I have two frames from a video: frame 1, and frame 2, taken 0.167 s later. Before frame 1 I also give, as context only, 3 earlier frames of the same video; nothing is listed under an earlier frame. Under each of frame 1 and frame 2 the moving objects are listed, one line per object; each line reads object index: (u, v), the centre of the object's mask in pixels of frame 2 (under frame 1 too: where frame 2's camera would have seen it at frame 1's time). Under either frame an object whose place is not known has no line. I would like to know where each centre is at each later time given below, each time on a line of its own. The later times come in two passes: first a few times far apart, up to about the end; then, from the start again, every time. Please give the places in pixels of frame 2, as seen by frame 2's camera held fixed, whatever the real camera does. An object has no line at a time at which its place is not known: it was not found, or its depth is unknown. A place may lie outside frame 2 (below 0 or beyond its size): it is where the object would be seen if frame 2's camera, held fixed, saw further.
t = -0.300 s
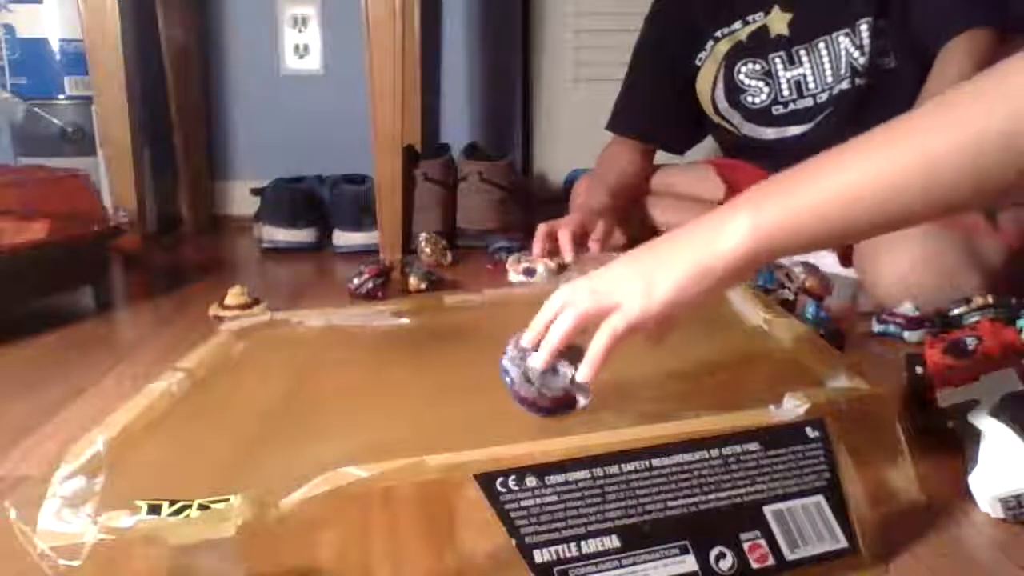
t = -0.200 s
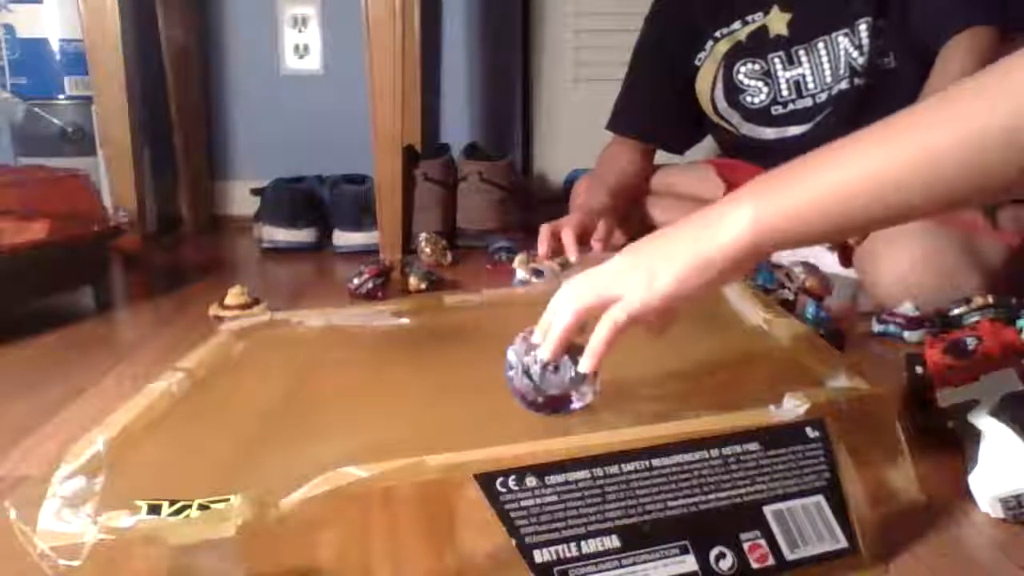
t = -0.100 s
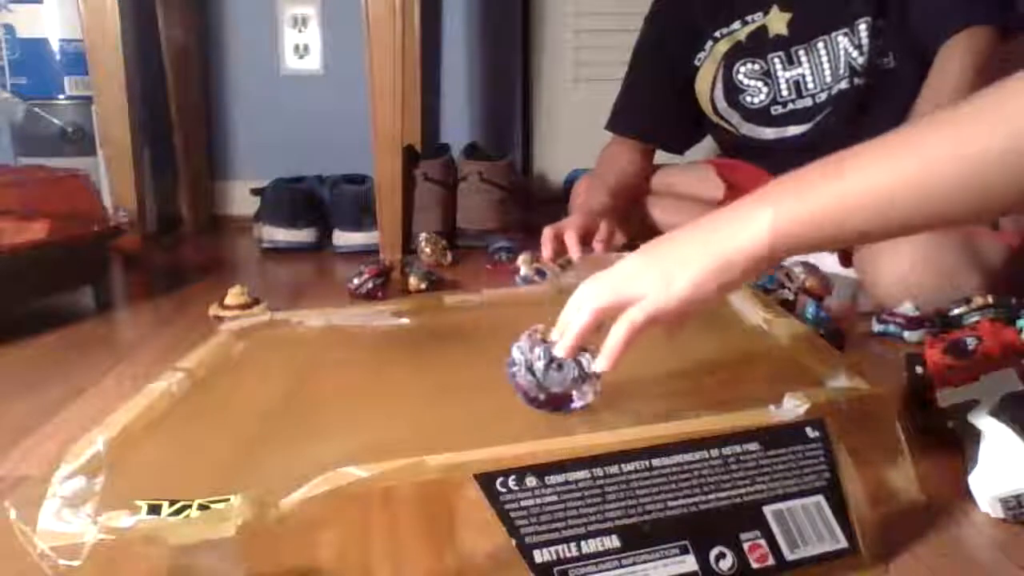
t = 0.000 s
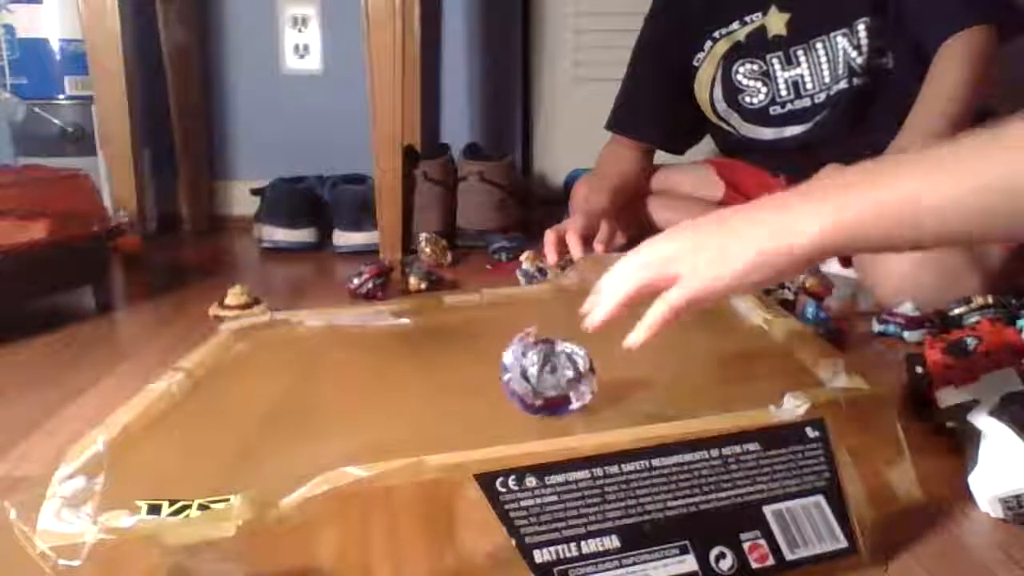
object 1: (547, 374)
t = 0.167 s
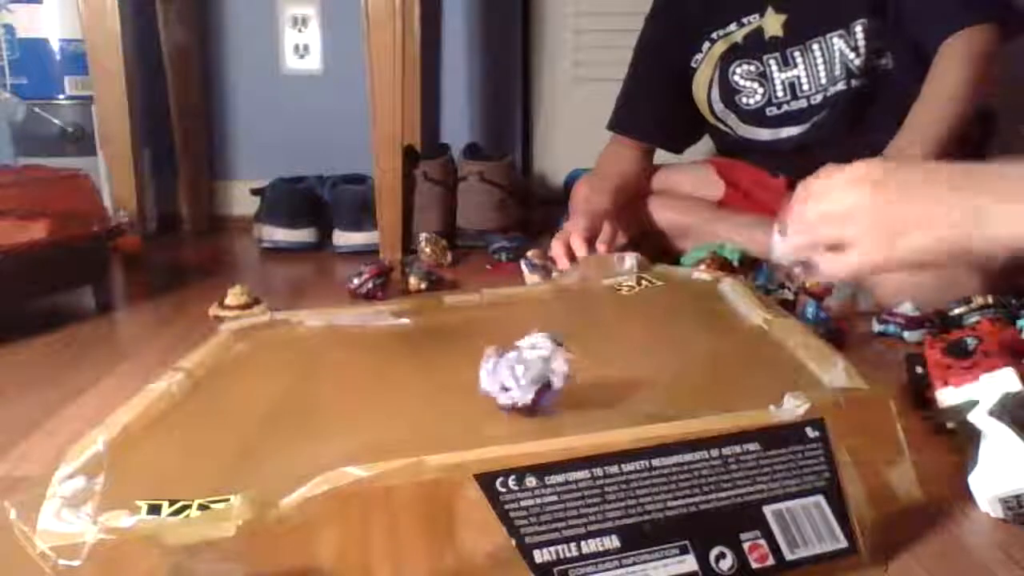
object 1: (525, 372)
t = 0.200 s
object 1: (521, 371)
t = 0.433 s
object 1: (518, 362)
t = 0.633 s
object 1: (526, 358)
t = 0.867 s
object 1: (513, 362)
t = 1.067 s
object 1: (514, 371)
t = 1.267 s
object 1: (520, 373)
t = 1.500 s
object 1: (521, 373)
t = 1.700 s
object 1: (516, 373)
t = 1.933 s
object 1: (510, 367)
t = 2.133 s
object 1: (511, 365)
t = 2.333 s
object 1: (511, 370)
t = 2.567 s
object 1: (514, 372)
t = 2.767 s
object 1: (512, 370)
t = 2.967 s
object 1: (511, 368)
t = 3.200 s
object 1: (510, 366)
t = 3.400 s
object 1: (510, 367)
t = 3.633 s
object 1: (510, 367)
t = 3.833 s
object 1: (510, 367)
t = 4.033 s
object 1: (512, 369)
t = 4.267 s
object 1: (512, 369)
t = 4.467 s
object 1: (512, 369)
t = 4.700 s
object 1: (512, 369)
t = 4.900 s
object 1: (510, 367)
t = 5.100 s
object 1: (510, 367)
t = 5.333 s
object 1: (512, 369)
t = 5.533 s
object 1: (512, 369)
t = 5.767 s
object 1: (512, 369)
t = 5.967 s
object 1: (509, 366)
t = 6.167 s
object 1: (509, 367)
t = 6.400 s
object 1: (510, 367)
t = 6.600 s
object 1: (510, 367)
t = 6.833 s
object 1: (510, 367)
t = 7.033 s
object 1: (512, 369)
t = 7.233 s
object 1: (512, 369)
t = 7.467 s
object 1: (512, 369)
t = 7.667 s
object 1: (512, 369)
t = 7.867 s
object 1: (512, 369)
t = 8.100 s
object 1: (512, 369)
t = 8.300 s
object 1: (512, 369)
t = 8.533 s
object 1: (512, 369)
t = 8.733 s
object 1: (512, 369)
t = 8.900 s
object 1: (512, 369)
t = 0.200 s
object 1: (521, 371)
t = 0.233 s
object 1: (517, 370)
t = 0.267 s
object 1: (516, 370)
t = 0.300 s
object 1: (515, 368)
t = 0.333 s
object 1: (515, 368)
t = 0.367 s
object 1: (517, 366)
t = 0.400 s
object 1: (517, 364)
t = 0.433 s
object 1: (518, 362)
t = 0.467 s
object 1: (520, 361)
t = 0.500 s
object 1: (522, 360)
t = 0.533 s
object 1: (525, 359)
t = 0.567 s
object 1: (526, 358)
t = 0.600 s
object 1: (526, 358)
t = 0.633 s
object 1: (526, 358)
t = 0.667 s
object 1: (525, 359)
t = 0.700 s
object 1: (523, 360)
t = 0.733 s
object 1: (522, 360)
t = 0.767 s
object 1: (519, 362)
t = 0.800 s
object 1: (517, 363)
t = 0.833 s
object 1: (513, 360)
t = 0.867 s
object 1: (513, 362)
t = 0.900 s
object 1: (512, 364)
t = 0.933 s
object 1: (511, 365)
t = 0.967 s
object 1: (511, 367)
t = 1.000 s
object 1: (511, 368)
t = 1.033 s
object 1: (512, 369)
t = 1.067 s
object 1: (514, 371)
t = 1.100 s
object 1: (515, 371)
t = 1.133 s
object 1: (517, 372)
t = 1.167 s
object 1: (518, 372)
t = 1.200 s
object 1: (519, 372)
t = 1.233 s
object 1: (519, 372)
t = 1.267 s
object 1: (520, 373)
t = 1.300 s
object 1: (521, 373)
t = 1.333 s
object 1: (522, 374)
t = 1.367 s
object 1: (522, 374)
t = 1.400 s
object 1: (523, 374)
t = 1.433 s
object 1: (522, 374)
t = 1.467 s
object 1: (521, 374)
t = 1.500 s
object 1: (521, 373)
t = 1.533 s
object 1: (520, 373)
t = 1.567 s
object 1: (519, 373)
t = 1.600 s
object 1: (519, 373)
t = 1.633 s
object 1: (518, 373)
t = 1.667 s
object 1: (517, 373)
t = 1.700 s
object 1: (516, 373)
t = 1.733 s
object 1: (515, 372)
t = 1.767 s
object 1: (514, 371)
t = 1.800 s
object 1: (512, 370)
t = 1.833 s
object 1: (511, 369)
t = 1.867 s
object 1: (512, 369)
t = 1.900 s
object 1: (512, 369)
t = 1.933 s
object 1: (510, 367)
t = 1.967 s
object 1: (511, 366)
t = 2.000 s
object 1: (511, 365)
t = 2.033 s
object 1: (513, 367)
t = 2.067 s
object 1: (513, 367)
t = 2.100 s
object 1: (511, 365)
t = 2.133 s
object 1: (511, 365)
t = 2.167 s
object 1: (510, 366)
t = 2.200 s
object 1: (510, 367)
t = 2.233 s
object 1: (510, 368)
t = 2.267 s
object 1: (511, 368)
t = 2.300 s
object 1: (511, 369)
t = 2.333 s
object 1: (511, 370)
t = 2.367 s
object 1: (512, 371)
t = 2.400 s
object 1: (513, 372)
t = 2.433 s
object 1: (514, 371)
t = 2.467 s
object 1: (515, 372)
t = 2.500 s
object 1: (515, 372)
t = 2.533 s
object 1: (515, 372)
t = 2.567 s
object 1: (514, 372)
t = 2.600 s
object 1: (513, 371)
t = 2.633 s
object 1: (513, 371)
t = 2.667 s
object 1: (512, 371)
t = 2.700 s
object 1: (512, 370)
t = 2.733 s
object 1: (512, 370)
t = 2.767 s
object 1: (512, 370)
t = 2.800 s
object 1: (512, 370)
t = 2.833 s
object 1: (512, 370)
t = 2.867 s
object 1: (512, 369)
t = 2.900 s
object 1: (512, 369)
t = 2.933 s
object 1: (512, 369)
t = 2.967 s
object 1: (511, 368)
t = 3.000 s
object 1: (510, 367)
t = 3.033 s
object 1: (510, 367)
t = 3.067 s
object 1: (510, 367)
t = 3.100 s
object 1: (510, 367)
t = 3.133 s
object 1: (510, 366)
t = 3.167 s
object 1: (510, 366)
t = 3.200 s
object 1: (510, 366)
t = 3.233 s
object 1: (510, 366)
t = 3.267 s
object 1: (510, 367)
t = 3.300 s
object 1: (510, 367)
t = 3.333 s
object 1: (510, 367)
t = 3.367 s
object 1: (510, 367)
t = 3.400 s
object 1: (510, 367)
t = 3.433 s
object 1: (510, 367)
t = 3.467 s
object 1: (510, 366)
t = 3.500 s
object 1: (510, 366)
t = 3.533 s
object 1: (509, 366)
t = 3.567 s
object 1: (510, 367)
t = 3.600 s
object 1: (510, 367)
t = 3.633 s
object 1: (510, 367)
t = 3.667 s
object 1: (510, 367)
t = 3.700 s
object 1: (510, 367)
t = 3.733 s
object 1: (510, 366)
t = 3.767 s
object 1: (510, 366)
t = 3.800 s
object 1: (510, 367)
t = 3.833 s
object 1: (510, 367)
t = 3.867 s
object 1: (512, 369)
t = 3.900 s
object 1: (512, 369)
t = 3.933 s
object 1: (512, 368)
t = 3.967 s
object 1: (512, 368)
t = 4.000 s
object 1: (512, 369)
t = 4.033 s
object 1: (512, 369)
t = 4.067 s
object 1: (512, 369)
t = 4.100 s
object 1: (512, 369)
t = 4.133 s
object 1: (512, 368)
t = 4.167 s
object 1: (512, 369)
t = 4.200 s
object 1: (512, 369)
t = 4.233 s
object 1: (512, 369)
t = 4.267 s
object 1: (512, 369)
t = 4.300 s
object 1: (512, 369)
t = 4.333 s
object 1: (512, 369)
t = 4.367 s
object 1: (512, 369)
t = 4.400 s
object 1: (512, 369)
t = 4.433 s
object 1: (512, 369)
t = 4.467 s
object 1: (512, 369)
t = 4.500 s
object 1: (512, 369)
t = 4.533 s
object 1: (512, 369)
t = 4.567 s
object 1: (512, 369)
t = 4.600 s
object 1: (512, 369)
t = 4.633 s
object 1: (512, 369)
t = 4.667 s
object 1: (512, 369)
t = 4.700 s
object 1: (512, 369)
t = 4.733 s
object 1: (512, 369)
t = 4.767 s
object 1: (512, 369)
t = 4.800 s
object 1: (510, 367)
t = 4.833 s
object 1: (510, 367)
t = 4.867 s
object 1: (510, 367)
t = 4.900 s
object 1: (510, 367)
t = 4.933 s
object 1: (510, 367)
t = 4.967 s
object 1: (510, 367)
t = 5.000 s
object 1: (510, 367)
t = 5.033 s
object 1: (510, 367)
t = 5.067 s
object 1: (510, 367)
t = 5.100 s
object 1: (510, 367)
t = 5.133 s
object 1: (510, 367)
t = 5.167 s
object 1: (510, 367)
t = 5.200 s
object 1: (510, 367)
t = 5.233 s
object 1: (510, 367)
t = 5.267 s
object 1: (510, 367)
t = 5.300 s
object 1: (512, 369)
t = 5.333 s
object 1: (512, 369)
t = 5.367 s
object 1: (512, 369)
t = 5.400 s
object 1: (512, 369)
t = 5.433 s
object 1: (512, 369)
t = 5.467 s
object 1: (512, 369)
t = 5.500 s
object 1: (512, 369)
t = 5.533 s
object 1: (512, 369)
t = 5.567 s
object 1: (512, 369)
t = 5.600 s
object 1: (512, 369)
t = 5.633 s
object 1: (512, 369)
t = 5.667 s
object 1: (512, 369)
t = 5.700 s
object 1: (512, 369)
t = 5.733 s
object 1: (512, 369)
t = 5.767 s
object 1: (512, 369)
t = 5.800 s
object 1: (512, 369)
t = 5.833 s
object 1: (512, 369)
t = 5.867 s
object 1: (512, 369)
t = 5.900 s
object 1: (512, 369)
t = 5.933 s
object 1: (512, 369)
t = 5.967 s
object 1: (509, 366)
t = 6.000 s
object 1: (509, 366)
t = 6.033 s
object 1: (509, 367)
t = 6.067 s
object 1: (509, 366)
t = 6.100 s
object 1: (509, 366)
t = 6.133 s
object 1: (509, 367)
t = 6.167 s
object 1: (509, 367)
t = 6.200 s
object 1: (509, 367)
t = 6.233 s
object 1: (509, 367)
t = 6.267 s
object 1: (509, 366)
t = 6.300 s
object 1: (509, 366)
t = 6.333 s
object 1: (509, 366)
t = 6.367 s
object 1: (510, 367)
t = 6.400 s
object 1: (510, 367)
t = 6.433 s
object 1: (510, 367)
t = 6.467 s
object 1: (510, 367)
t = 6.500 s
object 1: (510, 367)
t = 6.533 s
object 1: (510, 367)
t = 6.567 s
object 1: (510, 367)
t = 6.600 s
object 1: (510, 367)
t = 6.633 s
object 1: (510, 367)
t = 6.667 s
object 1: (510, 367)
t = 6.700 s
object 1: (510, 367)
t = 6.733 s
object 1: (510, 367)
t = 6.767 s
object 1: (510, 367)
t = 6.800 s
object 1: (510, 367)
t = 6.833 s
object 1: (510, 367)
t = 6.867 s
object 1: (510, 367)
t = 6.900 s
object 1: (512, 369)
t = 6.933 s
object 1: (512, 369)
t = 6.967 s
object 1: (512, 369)
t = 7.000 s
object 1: (512, 369)
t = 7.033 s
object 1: (512, 369)
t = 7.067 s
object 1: (512, 369)
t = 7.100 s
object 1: (512, 369)
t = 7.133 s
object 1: (512, 369)
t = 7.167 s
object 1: (512, 369)
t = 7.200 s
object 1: (512, 369)
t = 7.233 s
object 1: (512, 369)
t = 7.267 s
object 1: (512, 369)
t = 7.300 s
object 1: (512, 369)
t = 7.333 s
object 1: (512, 369)
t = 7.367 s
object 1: (512, 369)
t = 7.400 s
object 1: (512, 369)
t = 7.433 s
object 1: (512, 369)
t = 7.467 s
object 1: (512, 369)
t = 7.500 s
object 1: (512, 369)
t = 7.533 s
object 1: (512, 369)
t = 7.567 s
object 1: (512, 369)
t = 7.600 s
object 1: (512, 369)
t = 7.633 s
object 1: (512, 369)
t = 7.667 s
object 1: (512, 369)
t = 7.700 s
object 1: (512, 369)
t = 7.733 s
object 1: (512, 369)
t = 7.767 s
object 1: (512, 369)
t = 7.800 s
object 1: (512, 369)
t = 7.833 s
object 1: (512, 369)
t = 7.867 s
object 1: (512, 369)
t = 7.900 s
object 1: (512, 369)
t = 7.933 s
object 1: (512, 369)
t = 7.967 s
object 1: (512, 369)
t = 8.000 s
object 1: (512, 369)
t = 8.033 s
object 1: (512, 369)
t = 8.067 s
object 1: (512, 369)
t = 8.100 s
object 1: (512, 369)
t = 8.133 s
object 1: (512, 369)
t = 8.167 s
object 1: (512, 369)
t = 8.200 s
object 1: (512, 369)
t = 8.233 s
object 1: (512, 369)
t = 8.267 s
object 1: (512, 369)
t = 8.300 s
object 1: (512, 369)
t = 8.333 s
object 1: (512, 369)
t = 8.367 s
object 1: (512, 369)
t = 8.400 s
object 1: (512, 369)
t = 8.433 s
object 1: (512, 369)
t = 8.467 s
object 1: (512, 369)
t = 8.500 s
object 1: (512, 369)
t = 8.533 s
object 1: (512, 369)
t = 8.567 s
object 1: (512, 369)
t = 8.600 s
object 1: (512, 369)
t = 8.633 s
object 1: (512, 369)
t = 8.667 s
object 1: (512, 369)
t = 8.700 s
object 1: (512, 369)
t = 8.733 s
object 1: (512, 369)
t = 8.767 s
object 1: (512, 369)
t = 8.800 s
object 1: (512, 369)
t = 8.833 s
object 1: (512, 369)
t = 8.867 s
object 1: (512, 369)
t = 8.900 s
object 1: (512, 369)
